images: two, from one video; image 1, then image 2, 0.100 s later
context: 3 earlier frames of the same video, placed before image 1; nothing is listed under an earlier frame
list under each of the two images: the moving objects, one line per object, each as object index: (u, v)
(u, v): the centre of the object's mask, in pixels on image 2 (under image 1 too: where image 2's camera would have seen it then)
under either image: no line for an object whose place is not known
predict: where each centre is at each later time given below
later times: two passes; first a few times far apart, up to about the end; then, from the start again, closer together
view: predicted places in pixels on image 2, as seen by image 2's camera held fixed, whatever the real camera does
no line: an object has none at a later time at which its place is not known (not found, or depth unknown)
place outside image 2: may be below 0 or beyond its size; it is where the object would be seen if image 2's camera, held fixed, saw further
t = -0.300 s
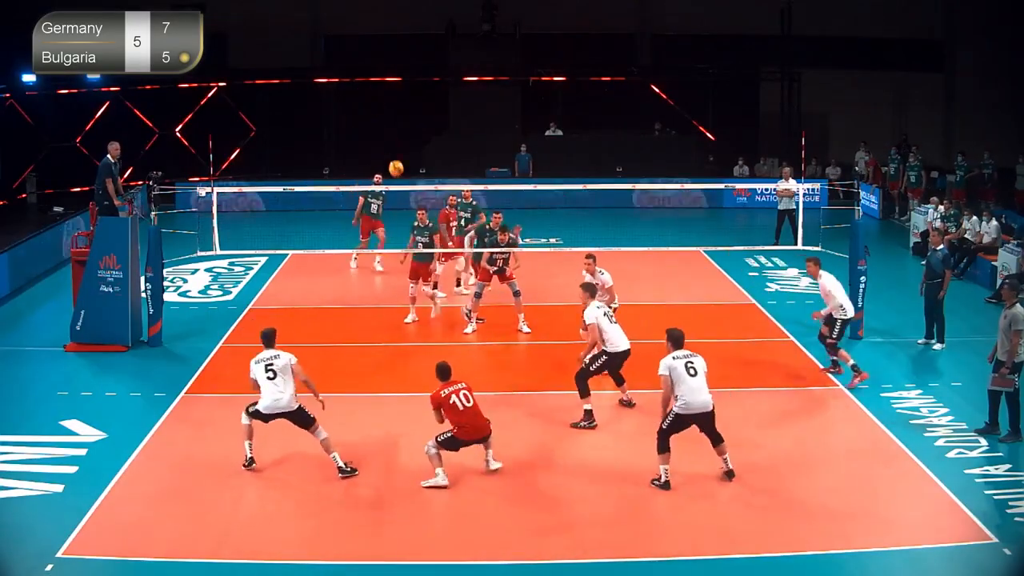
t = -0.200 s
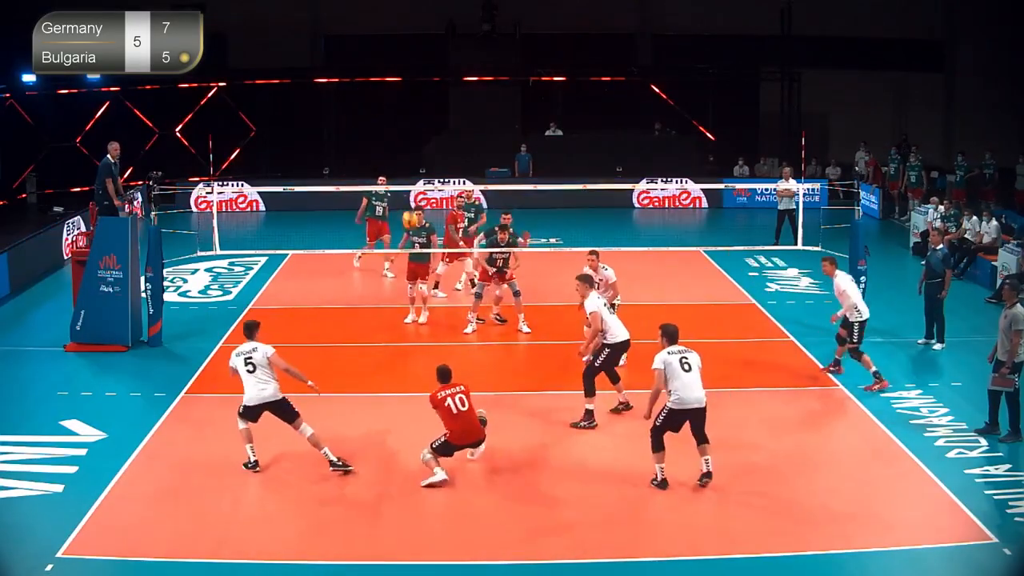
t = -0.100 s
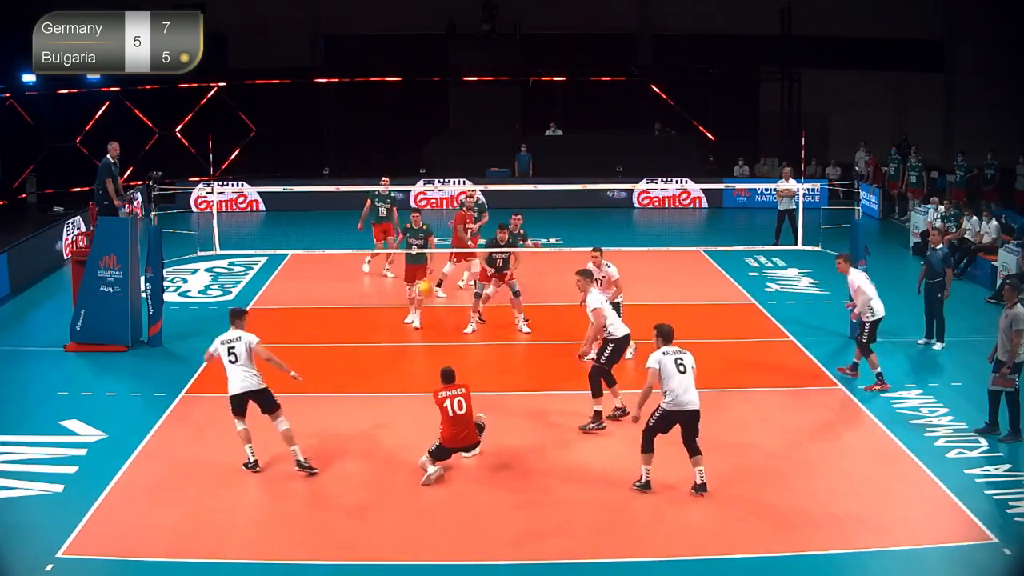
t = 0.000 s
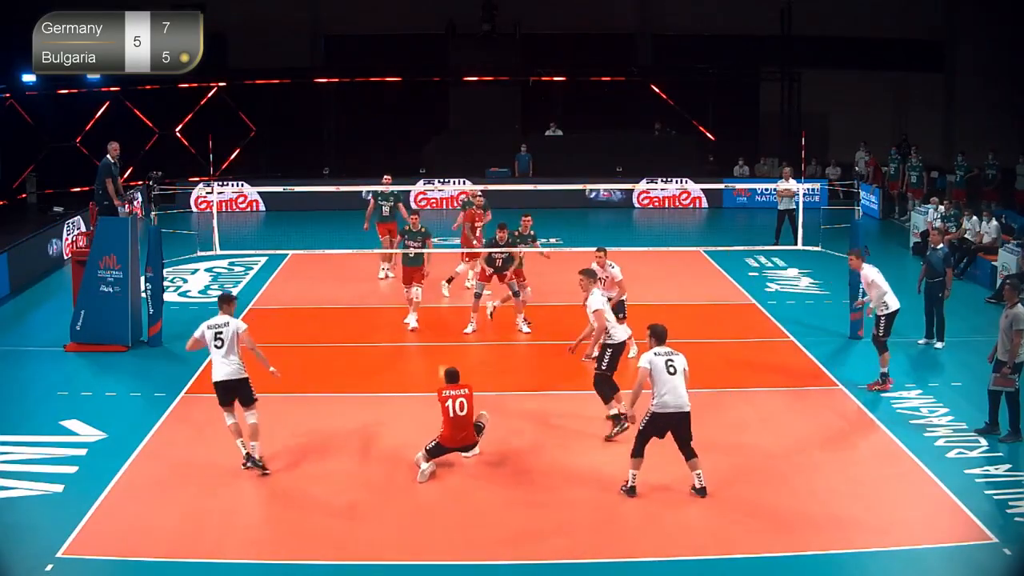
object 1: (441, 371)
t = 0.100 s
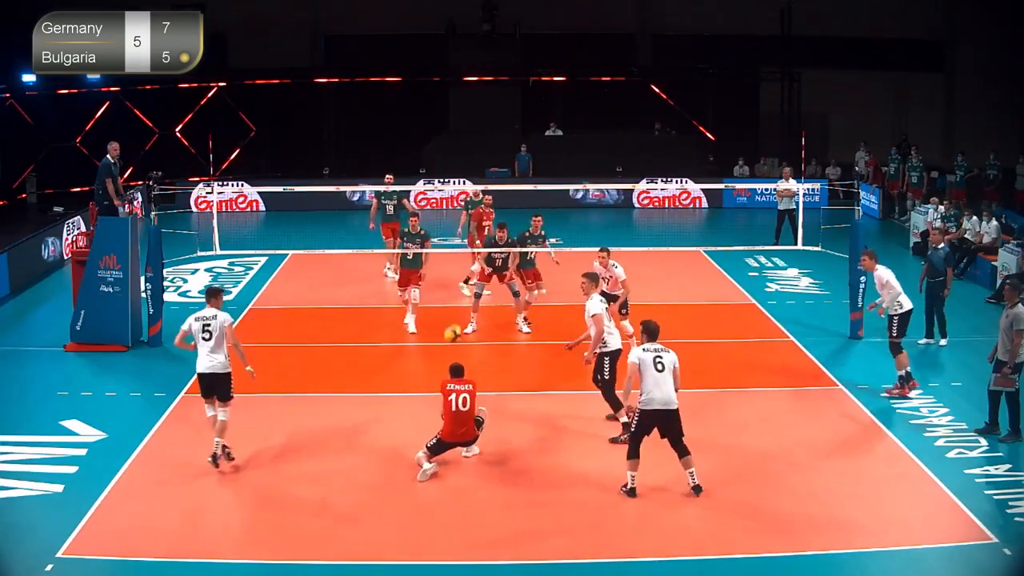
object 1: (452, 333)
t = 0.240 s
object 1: (460, 240)
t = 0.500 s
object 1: (475, 120)
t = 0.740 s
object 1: (489, 66)
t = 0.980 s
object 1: (502, 57)
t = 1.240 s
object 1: (516, 93)
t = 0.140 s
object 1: (454, 304)
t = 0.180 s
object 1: (457, 278)
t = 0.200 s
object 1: (458, 264)
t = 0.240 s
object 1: (460, 240)
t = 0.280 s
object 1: (462, 218)
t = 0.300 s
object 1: (464, 206)
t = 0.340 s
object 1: (466, 186)
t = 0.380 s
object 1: (468, 167)
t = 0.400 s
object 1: (469, 159)
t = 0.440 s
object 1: (472, 142)
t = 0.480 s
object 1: (474, 127)
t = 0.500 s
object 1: (475, 120)
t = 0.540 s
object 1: (477, 107)
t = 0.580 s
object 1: (480, 96)
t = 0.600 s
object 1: (481, 91)
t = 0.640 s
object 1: (483, 82)
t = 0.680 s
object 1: (486, 74)
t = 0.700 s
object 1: (487, 71)
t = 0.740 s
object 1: (489, 66)
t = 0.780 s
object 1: (491, 61)
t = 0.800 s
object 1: (492, 59)
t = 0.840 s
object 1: (495, 56)
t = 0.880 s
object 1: (497, 55)
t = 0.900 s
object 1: (498, 55)
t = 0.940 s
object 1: (500, 55)
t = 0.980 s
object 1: (502, 57)
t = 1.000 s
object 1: (503, 58)
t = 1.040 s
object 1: (506, 61)
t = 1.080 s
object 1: (508, 65)
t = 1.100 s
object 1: (509, 68)
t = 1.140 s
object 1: (511, 74)
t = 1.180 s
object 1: (513, 81)
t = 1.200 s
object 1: (514, 85)
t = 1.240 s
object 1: (516, 93)
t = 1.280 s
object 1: (519, 102)
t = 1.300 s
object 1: (520, 107)
